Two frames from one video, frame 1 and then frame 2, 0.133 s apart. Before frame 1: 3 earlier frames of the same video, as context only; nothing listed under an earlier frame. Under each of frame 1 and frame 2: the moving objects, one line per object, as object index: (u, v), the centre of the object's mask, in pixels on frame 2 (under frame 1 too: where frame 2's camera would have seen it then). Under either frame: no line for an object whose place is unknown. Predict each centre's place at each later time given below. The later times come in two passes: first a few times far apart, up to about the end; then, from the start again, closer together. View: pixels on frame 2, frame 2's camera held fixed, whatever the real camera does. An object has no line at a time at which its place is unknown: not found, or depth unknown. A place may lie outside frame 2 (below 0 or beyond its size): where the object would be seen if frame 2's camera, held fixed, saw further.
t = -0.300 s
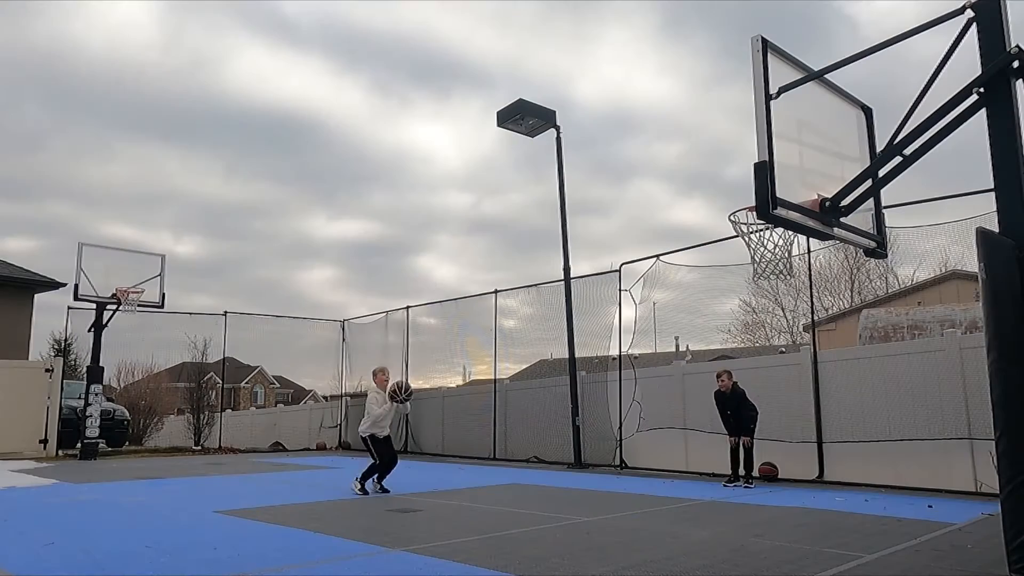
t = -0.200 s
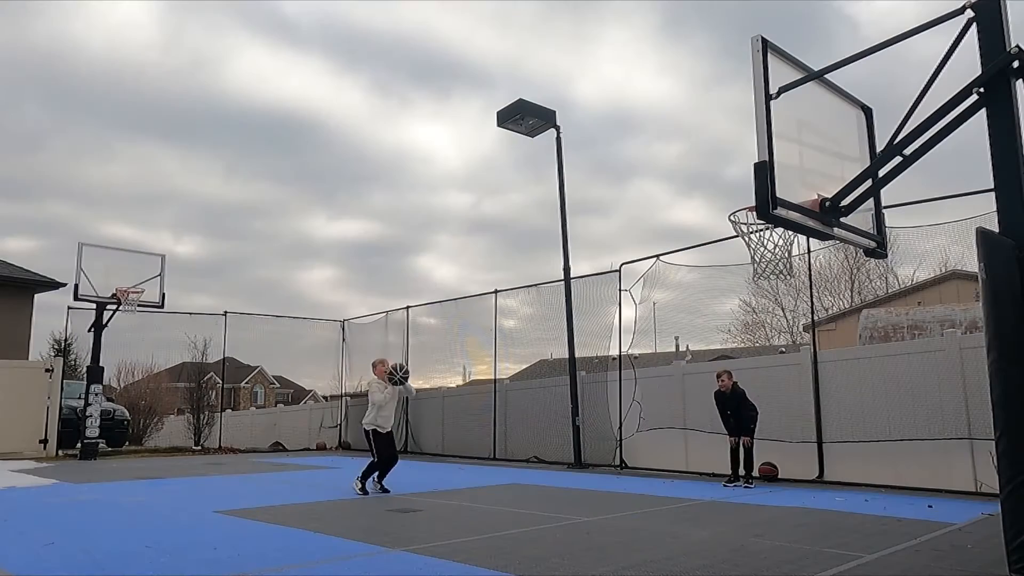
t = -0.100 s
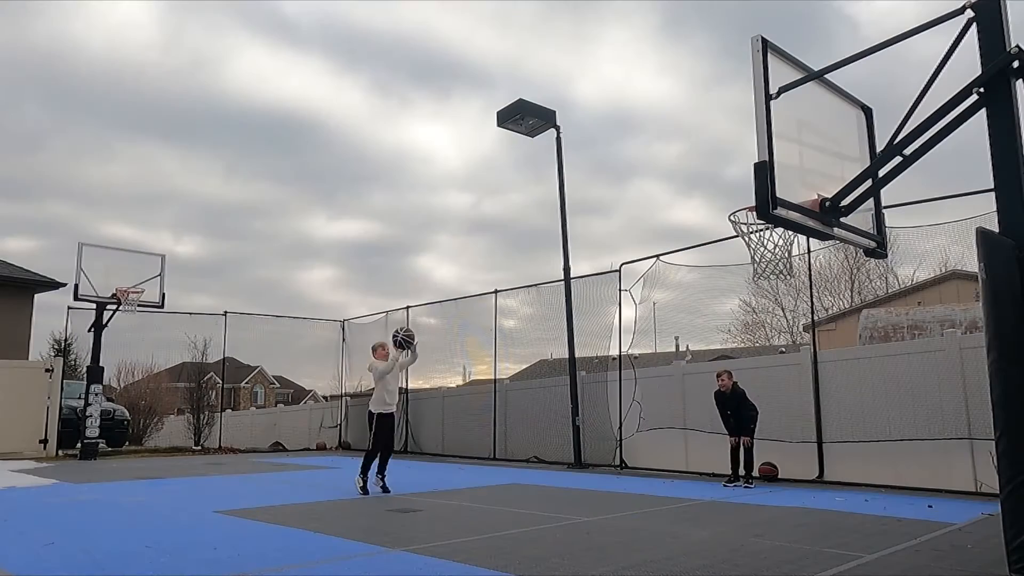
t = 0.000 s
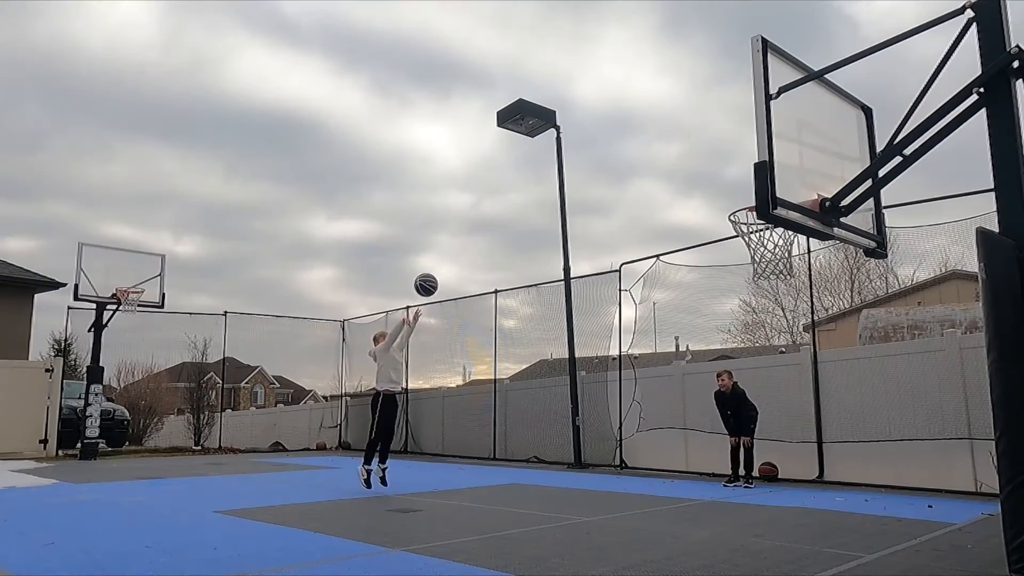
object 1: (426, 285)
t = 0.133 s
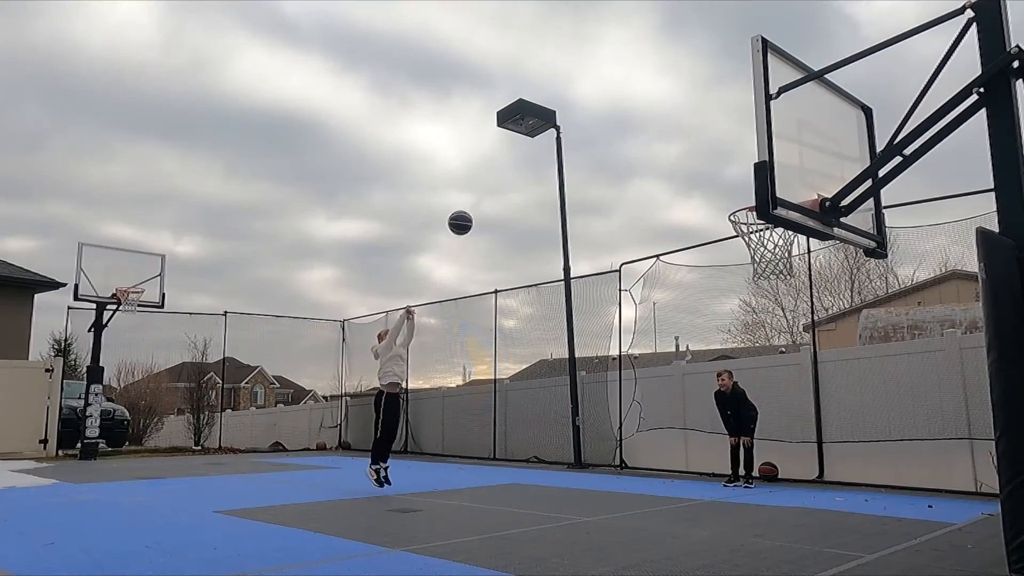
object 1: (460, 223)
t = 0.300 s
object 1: (506, 164)
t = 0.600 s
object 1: (606, 121)
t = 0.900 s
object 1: (740, 186)
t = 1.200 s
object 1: (809, 276)
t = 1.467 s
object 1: (834, 444)
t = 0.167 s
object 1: (469, 209)
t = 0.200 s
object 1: (478, 197)
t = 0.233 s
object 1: (487, 184)
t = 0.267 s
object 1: (497, 174)
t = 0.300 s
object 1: (506, 164)
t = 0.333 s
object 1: (516, 155)
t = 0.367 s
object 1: (527, 147)
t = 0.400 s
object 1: (537, 140)
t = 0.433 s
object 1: (548, 134)
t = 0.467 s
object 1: (559, 129)
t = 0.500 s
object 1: (570, 125)
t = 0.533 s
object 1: (582, 122)
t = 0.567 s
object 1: (594, 121)
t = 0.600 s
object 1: (606, 121)
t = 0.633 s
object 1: (619, 122)
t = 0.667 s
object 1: (633, 124)
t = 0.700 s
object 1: (646, 128)
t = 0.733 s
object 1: (661, 133)
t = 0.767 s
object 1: (676, 140)
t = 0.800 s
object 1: (691, 149)
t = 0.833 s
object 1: (707, 159)
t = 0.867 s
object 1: (724, 172)
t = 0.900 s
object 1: (740, 186)
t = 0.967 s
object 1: (778, 233)
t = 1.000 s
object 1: (793, 242)
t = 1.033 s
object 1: (797, 243)
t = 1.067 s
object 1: (797, 244)
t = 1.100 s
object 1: (801, 248)
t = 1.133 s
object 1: (804, 254)
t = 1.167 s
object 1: (807, 264)
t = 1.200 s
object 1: (809, 276)
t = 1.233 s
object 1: (812, 290)
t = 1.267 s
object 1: (814, 305)
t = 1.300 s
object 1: (817, 323)
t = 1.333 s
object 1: (819, 343)
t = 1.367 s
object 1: (822, 365)
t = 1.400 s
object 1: (826, 389)
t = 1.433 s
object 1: (830, 415)
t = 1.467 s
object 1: (834, 444)
